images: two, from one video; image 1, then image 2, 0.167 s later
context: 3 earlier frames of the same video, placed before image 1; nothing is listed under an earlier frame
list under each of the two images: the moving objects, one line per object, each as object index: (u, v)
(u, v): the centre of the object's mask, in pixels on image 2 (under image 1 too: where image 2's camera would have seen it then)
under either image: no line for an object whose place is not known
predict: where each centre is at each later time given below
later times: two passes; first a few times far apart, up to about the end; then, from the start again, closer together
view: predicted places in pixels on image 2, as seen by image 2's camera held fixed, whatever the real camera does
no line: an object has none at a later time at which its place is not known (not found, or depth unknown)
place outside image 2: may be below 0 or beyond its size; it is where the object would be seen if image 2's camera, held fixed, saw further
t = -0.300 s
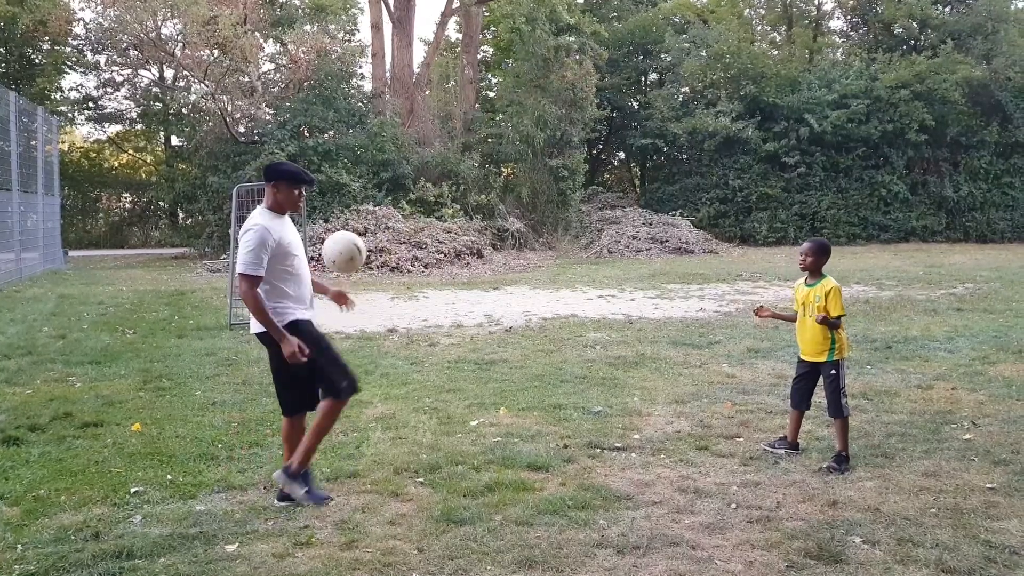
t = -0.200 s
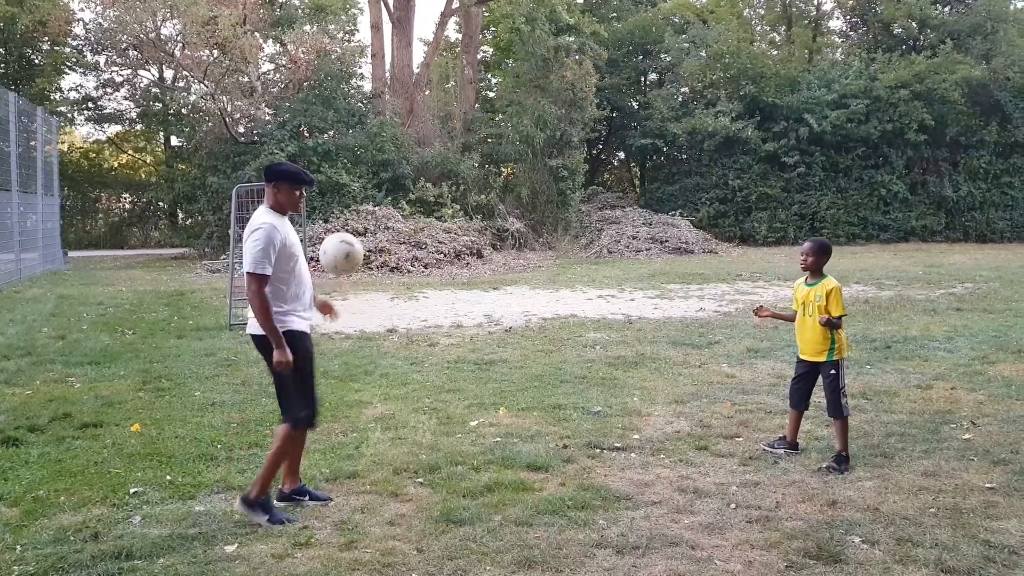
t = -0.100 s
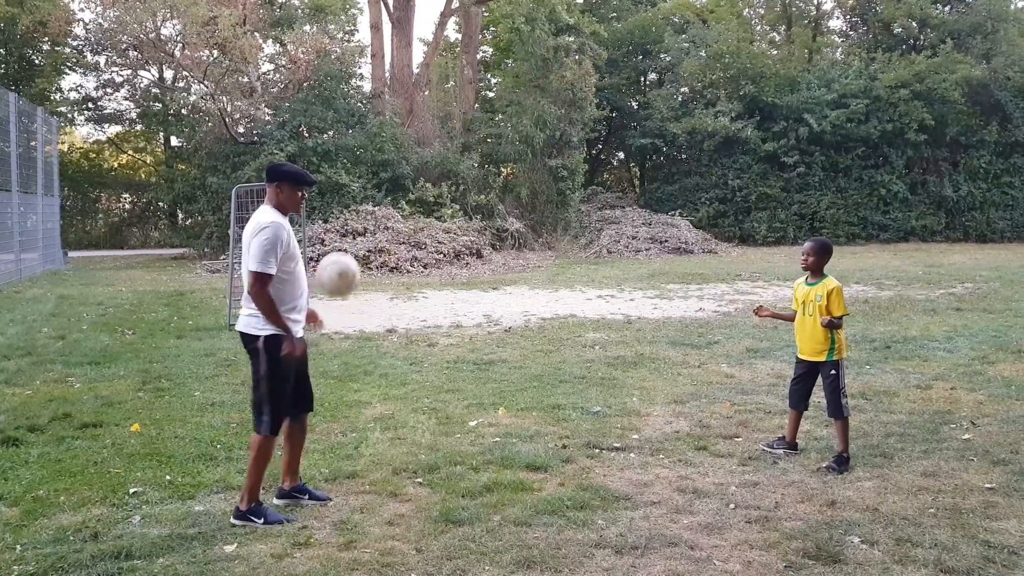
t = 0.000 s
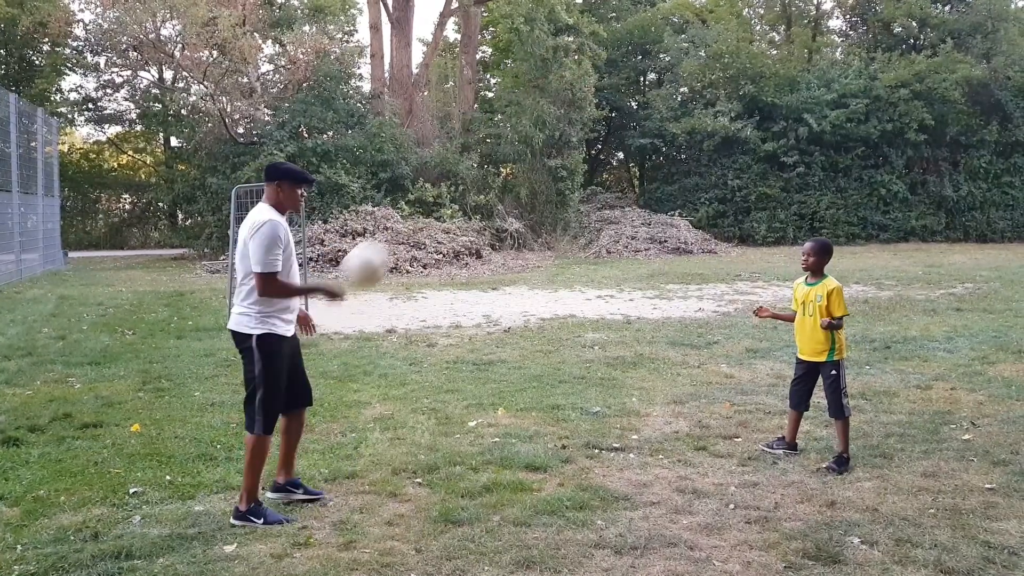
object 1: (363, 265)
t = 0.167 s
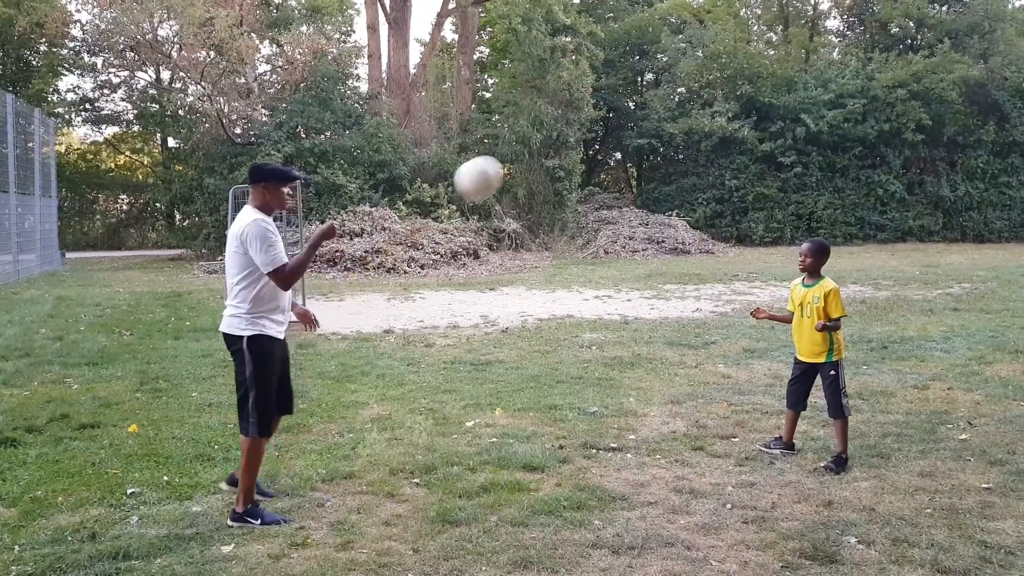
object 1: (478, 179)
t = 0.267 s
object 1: (542, 152)
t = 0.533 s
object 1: (694, 166)
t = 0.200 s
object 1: (501, 167)
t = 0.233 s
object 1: (522, 158)
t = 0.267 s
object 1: (542, 152)
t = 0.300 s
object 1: (563, 147)
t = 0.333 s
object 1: (583, 144)
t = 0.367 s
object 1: (602, 143)
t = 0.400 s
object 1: (622, 144)
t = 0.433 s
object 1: (640, 147)
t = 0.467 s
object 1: (658, 152)
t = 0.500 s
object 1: (676, 158)
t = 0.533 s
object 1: (694, 166)
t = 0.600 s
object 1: (728, 187)
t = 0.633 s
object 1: (743, 200)
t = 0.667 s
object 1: (760, 215)
